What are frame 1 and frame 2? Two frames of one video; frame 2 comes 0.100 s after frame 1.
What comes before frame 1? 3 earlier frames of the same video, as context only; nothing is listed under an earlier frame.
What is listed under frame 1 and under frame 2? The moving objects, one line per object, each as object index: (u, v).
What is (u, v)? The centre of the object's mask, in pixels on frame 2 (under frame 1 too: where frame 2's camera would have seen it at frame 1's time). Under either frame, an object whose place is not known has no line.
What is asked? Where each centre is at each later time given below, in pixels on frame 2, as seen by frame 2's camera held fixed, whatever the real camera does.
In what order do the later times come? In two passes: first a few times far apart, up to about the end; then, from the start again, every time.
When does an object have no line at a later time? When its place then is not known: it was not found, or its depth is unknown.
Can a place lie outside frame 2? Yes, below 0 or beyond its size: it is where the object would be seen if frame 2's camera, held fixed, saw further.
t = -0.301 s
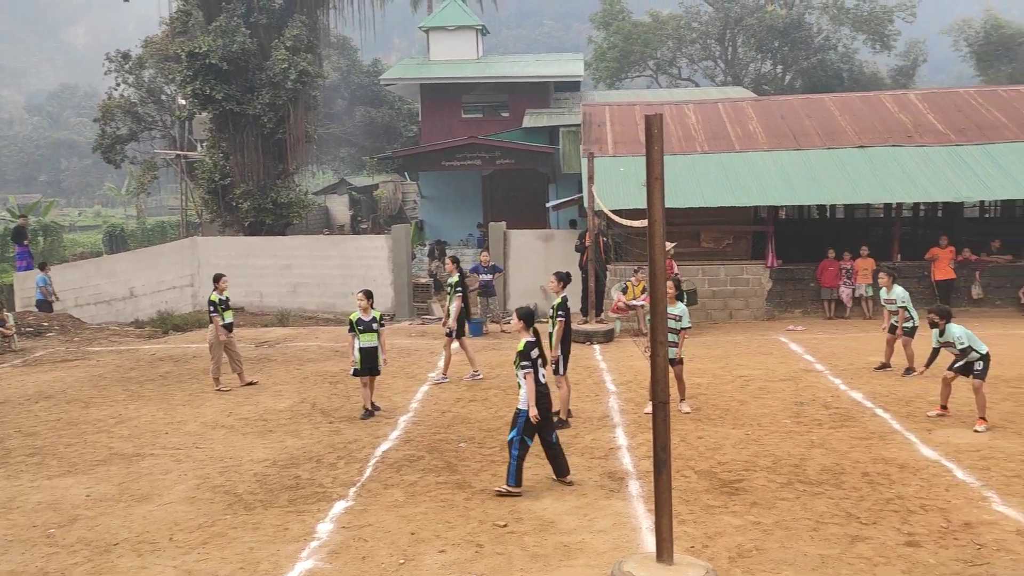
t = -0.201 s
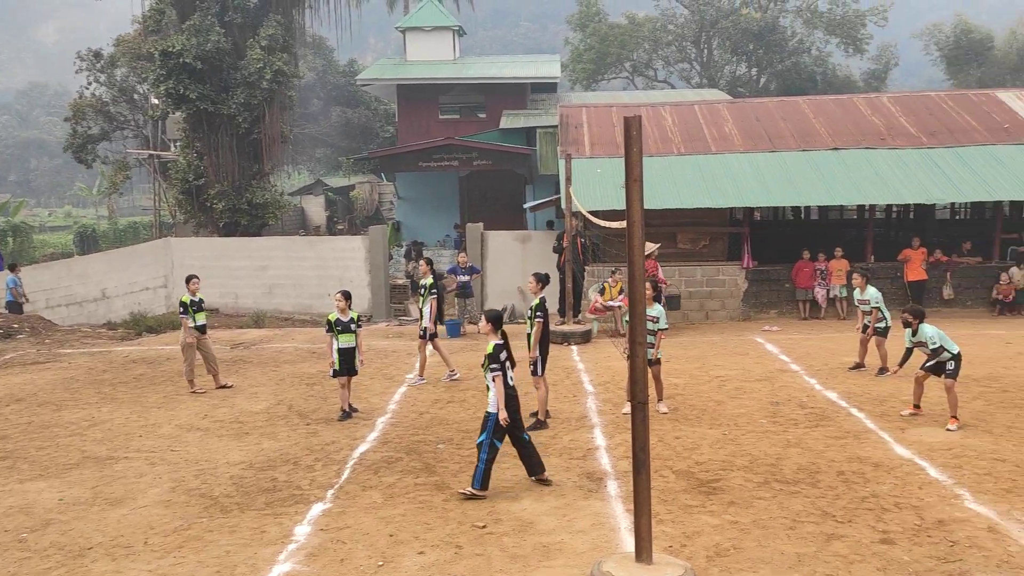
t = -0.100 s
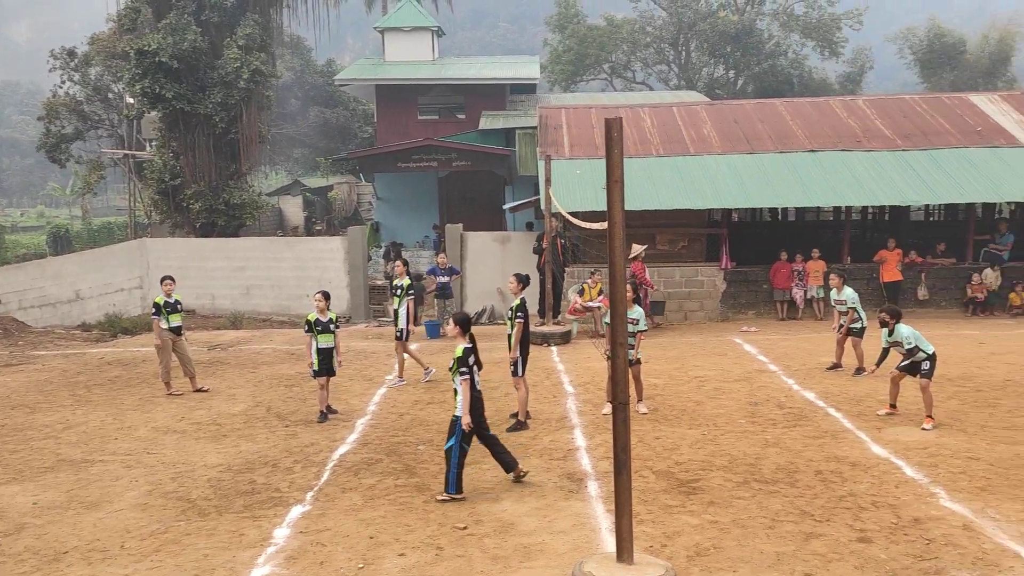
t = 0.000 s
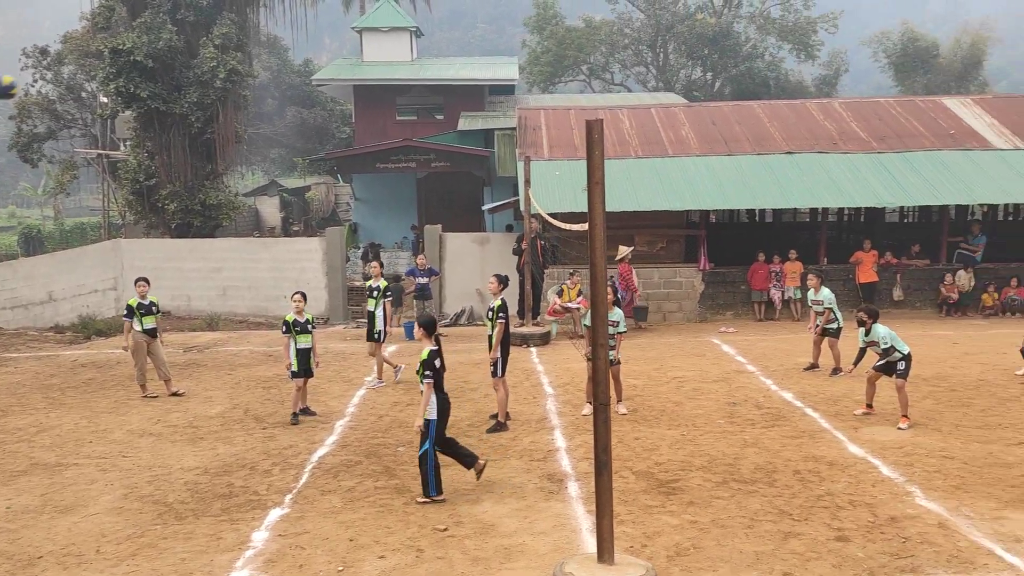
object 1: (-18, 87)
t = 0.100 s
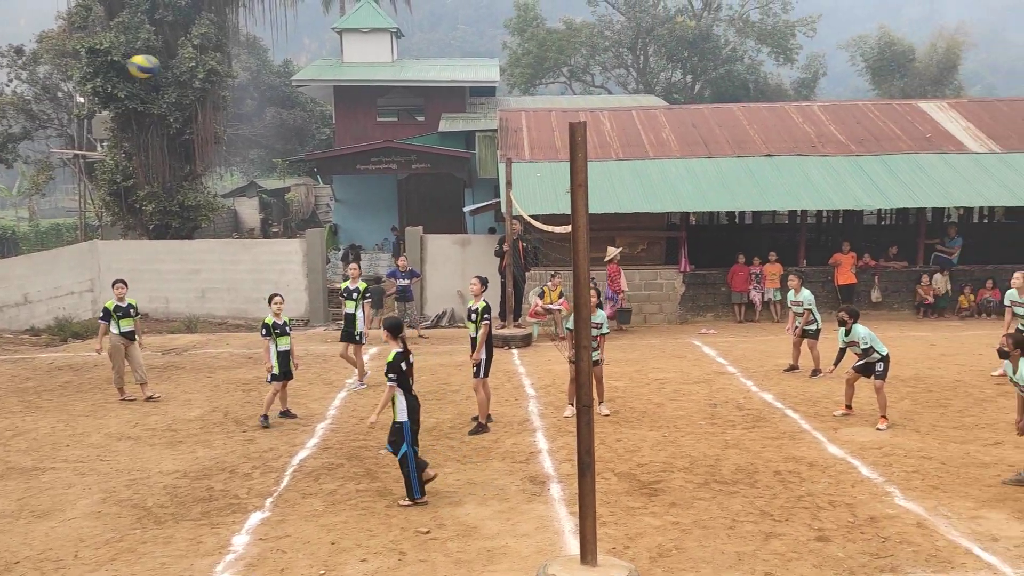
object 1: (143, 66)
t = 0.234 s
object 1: (350, 62)
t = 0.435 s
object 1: (623, 85)
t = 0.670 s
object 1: (899, 160)
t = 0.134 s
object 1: (197, 63)
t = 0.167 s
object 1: (249, 62)
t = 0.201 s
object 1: (300, 62)
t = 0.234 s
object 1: (350, 62)
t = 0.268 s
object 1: (399, 63)
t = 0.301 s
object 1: (445, 66)
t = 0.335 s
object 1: (492, 69)
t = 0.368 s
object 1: (535, 73)
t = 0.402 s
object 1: (580, 79)
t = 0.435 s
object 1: (623, 85)
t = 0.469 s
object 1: (664, 93)
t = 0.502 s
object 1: (704, 101)
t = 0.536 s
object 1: (745, 111)
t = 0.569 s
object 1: (785, 123)
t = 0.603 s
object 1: (824, 134)
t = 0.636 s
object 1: (862, 146)
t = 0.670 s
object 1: (899, 160)
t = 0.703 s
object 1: (937, 175)
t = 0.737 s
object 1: (972, 191)
